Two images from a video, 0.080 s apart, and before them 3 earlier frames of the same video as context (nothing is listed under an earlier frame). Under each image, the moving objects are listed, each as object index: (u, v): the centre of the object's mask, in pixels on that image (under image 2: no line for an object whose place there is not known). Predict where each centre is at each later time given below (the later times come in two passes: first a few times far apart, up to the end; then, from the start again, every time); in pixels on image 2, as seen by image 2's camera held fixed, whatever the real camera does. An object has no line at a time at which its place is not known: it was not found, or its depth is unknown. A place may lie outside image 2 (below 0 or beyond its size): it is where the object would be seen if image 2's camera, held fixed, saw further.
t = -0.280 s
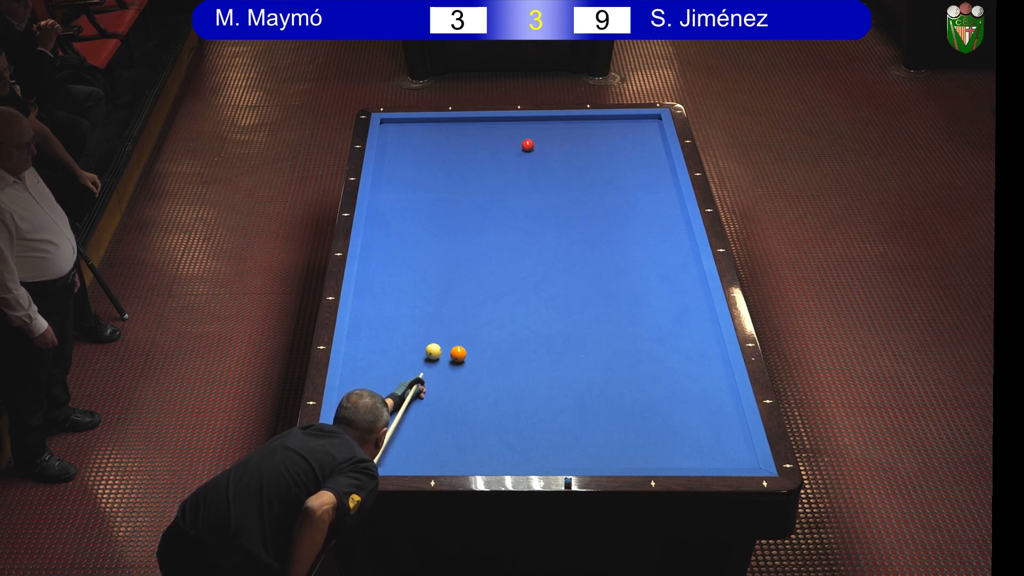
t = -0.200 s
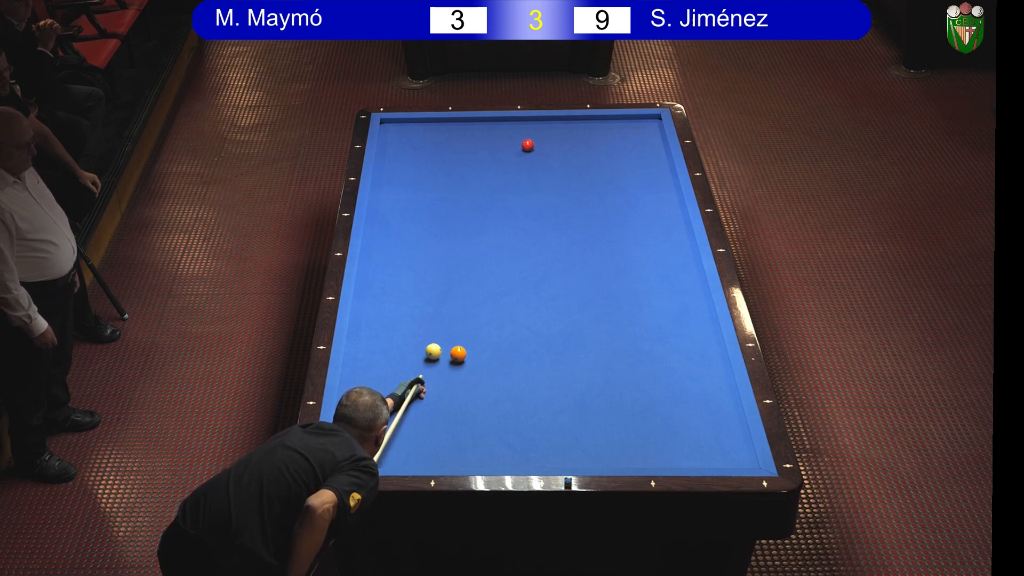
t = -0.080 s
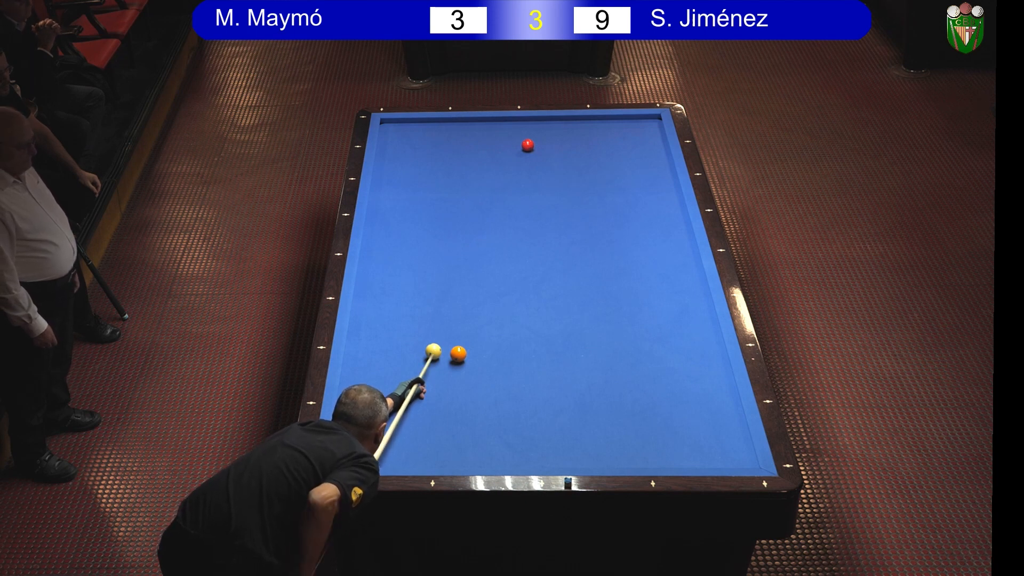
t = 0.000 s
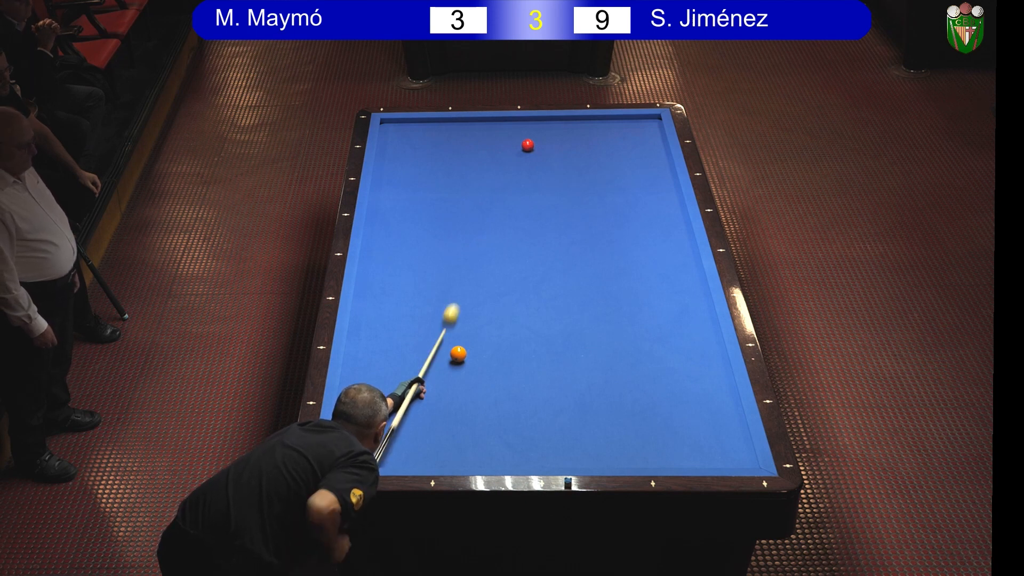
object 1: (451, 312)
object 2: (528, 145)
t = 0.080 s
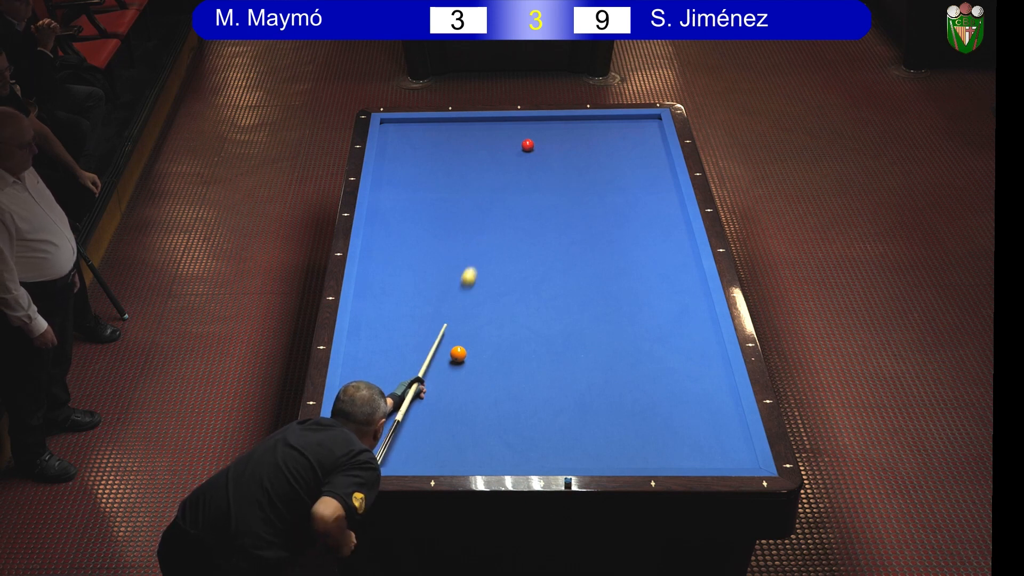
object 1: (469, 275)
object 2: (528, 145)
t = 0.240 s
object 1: (499, 213)
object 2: (528, 145)
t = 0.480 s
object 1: (539, 148)
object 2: (524, 138)
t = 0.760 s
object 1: (612, 132)
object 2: (500, 147)
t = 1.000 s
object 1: (646, 121)
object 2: (486, 180)
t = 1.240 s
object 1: (609, 139)
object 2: (471, 214)
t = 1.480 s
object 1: (576, 155)
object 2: (455, 251)
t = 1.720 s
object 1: (543, 171)
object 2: (438, 292)
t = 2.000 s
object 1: (503, 190)
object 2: (415, 344)
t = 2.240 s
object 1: (467, 207)
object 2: (394, 393)
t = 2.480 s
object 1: (430, 224)
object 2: (371, 448)
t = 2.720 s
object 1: (393, 242)
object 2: (363, 436)
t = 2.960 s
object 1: (374, 259)
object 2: (362, 404)
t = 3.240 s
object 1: (392, 273)
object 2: (360, 372)
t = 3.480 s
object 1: (408, 286)
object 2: (358, 345)
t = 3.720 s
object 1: (423, 299)
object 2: (357, 322)
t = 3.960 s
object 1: (439, 312)
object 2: (362, 300)
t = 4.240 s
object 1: (458, 327)
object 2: (368, 277)
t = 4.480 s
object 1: (474, 341)
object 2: (374, 259)
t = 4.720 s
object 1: (490, 354)
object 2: (378, 241)
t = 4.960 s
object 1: (507, 367)
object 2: (382, 225)
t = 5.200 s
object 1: (523, 380)
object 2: (386, 210)
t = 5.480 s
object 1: (543, 397)
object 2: (391, 193)
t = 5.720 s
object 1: (559, 410)
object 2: (394, 180)
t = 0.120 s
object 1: (477, 258)
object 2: (528, 145)
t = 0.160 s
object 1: (485, 242)
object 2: (528, 145)
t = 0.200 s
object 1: (492, 228)
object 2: (528, 145)
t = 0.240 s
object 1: (499, 213)
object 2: (528, 145)
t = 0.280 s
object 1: (505, 200)
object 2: (528, 145)
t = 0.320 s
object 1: (512, 187)
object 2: (528, 145)
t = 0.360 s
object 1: (518, 176)
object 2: (528, 145)
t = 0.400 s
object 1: (524, 164)
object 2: (528, 145)
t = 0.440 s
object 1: (529, 153)
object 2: (527, 143)
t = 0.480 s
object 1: (539, 148)
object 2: (524, 138)
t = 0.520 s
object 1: (550, 147)
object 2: (518, 130)
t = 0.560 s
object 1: (561, 145)
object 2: (513, 122)
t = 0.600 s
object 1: (572, 143)
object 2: (510, 123)
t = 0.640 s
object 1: (582, 140)
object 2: (507, 129)
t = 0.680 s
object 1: (593, 138)
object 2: (504, 135)
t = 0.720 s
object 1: (603, 135)
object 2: (502, 141)
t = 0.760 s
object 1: (612, 132)
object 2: (500, 147)
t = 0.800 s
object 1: (622, 129)
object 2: (497, 153)
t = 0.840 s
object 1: (631, 125)
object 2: (495, 159)
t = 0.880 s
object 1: (640, 122)
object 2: (493, 164)
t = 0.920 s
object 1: (649, 118)
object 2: (490, 169)
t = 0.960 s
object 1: (654, 118)
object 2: (488, 175)
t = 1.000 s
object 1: (646, 121)
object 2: (486, 180)
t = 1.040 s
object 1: (639, 125)
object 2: (483, 185)
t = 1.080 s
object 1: (632, 128)
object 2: (481, 191)
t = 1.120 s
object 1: (626, 131)
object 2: (478, 197)
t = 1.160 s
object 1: (620, 134)
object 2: (476, 202)
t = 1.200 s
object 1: (614, 136)
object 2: (474, 208)
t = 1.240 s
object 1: (609, 139)
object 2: (471, 214)
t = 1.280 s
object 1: (603, 142)
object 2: (469, 220)
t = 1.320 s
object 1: (598, 144)
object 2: (466, 226)
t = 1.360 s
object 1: (592, 147)
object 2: (463, 232)
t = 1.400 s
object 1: (587, 149)
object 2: (461, 239)
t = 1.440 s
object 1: (582, 152)
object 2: (458, 245)
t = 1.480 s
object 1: (576, 155)
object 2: (455, 251)
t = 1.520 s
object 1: (571, 157)
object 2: (452, 257)
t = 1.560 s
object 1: (565, 160)
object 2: (450, 264)
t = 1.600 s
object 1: (560, 163)
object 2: (447, 271)
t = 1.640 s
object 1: (554, 165)
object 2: (444, 277)
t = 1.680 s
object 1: (548, 168)
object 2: (441, 285)
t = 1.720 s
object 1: (543, 171)
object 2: (438, 292)
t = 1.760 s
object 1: (537, 173)
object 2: (435, 298)
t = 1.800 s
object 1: (531, 176)
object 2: (432, 306)
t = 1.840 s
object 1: (526, 179)
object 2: (428, 313)
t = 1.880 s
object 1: (520, 182)
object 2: (425, 320)
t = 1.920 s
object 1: (514, 184)
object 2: (422, 328)
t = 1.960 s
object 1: (508, 187)
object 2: (419, 336)
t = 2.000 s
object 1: (503, 190)
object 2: (415, 344)
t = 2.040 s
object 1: (497, 193)
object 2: (412, 351)
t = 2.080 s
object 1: (491, 196)
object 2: (409, 359)
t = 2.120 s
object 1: (485, 198)
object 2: (405, 368)
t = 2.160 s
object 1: (479, 201)
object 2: (401, 376)
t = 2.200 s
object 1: (473, 204)
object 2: (398, 384)
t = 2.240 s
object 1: (467, 207)
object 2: (394, 393)
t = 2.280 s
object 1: (461, 210)
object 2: (390, 402)
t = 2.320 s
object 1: (455, 213)
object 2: (387, 411)
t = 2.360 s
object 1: (449, 216)
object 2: (383, 420)
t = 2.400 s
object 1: (443, 218)
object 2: (379, 429)
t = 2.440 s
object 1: (437, 221)
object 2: (375, 438)
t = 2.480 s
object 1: (430, 224)
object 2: (371, 448)
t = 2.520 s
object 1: (424, 227)
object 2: (366, 458)
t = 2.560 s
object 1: (418, 230)
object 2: (363, 461)
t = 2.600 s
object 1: (412, 233)
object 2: (363, 455)
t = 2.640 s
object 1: (406, 236)
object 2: (363, 448)
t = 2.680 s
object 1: (399, 240)
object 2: (363, 442)
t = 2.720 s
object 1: (393, 242)
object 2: (363, 436)
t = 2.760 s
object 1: (386, 246)
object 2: (363, 430)
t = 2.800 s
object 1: (380, 248)
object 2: (363, 425)
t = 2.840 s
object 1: (374, 252)
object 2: (362, 419)
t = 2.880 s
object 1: (367, 255)
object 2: (362, 414)
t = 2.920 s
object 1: (369, 257)
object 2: (362, 409)
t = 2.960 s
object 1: (374, 259)
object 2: (362, 404)
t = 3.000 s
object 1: (377, 261)
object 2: (361, 400)
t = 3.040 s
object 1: (380, 263)
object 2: (361, 395)
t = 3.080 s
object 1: (382, 265)
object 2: (361, 390)
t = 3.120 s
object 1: (385, 267)
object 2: (360, 385)
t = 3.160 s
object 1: (387, 269)
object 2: (360, 381)
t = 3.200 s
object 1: (390, 271)
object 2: (360, 376)
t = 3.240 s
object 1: (392, 273)
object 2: (360, 372)
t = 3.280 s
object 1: (395, 275)
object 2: (359, 367)
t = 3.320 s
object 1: (398, 278)
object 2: (359, 363)
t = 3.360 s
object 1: (400, 280)
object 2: (359, 358)
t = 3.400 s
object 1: (403, 282)
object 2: (359, 354)
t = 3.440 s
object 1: (405, 284)
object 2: (358, 350)
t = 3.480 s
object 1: (408, 286)
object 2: (358, 345)
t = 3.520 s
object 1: (410, 288)
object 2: (358, 341)
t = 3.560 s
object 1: (413, 290)
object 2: (358, 337)
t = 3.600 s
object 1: (416, 293)
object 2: (357, 333)
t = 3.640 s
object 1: (418, 295)
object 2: (357, 329)
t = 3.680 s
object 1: (421, 297)
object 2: (357, 325)
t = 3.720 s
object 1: (423, 299)
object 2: (357, 322)
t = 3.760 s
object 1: (426, 301)
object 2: (358, 318)
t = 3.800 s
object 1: (429, 303)
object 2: (359, 314)
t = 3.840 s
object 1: (431, 305)
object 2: (360, 311)
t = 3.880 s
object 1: (434, 307)
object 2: (361, 307)
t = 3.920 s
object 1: (437, 309)
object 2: (361, 304)
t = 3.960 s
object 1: (439, 312)
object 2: (362, 300)
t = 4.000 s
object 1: (442, 314)
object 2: (363, 297)
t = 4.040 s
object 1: (444, 316)
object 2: (364, 294)
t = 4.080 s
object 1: (447, 318)
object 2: (365, 290)
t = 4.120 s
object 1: (450, 320)
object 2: (366, 287)
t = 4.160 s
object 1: (452, 323)
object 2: (367, 284)
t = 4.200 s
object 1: (455, 325)
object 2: (368, 280)
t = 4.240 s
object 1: (458, 327)
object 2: (368, 277)
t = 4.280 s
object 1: (460, 329)
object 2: (369, 274)
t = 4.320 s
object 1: (463, 332)
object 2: (370, 271)
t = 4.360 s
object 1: (465, 334)
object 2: (371, 268)
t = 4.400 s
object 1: (470, 335)
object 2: (372, 265)
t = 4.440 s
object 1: (471, 338)
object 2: (373, 262)
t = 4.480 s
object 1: (474, 341)
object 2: (374, 259)
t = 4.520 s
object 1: (477, 343)
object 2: (374, 256)
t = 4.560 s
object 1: (479, 345)
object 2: (375, 253)
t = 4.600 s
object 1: (482, 347)
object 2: (376, 250)
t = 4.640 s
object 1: (485, 349)
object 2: (377, 247)
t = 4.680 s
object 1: (488, 351)
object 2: (377, 244)
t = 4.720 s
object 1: (490, 354)
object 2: (378, 241)
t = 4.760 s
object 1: (493, 356)
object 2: (379, 239)
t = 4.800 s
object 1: (496, 358)
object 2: (380, 236)
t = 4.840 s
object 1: (498, 360)
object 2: (380, 233)
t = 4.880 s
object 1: (501, 363)
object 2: (381, 231)
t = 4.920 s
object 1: (504, 365)
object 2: (382, 228)
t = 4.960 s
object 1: (507, 367)
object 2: (382, 225)
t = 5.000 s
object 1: (509, 369)
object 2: (383, 223)
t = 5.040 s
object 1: (512, 371)
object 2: (384, 220)
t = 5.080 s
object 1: (515, 374)
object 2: (384, 218)
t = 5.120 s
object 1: (518, 376)
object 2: (385, 215)
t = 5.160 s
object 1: (520, 378)
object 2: (386, 213)
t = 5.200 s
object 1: (523, 380)
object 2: (386, 210)
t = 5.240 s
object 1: (526, 383)
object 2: (387, 208)
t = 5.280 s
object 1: (529, 385)
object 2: (388, 205)
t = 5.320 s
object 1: (532, 387)
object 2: (388, 203)
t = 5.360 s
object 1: (534, 390)
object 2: (389, 200)
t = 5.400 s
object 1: (537, 392)
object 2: (389, 198)
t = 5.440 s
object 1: (540, 394)
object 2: (390, 196)
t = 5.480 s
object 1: (543, 397)
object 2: (391, 193)
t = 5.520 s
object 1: (545, 399)
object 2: (391, 191)
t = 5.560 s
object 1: (548, 401)
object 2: (392, 189)
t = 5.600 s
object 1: (551, 403)
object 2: (392, 186)
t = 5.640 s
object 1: (554, 406)
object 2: (393, 184)
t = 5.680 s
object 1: (557, 408)
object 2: (394, 182)
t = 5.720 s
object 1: (559, 410)
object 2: (394, 180)
